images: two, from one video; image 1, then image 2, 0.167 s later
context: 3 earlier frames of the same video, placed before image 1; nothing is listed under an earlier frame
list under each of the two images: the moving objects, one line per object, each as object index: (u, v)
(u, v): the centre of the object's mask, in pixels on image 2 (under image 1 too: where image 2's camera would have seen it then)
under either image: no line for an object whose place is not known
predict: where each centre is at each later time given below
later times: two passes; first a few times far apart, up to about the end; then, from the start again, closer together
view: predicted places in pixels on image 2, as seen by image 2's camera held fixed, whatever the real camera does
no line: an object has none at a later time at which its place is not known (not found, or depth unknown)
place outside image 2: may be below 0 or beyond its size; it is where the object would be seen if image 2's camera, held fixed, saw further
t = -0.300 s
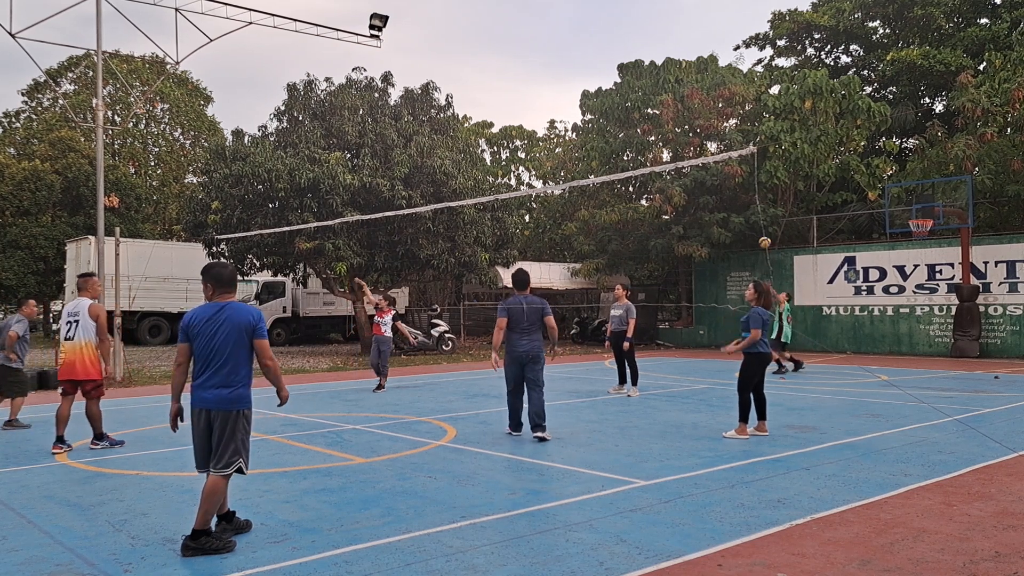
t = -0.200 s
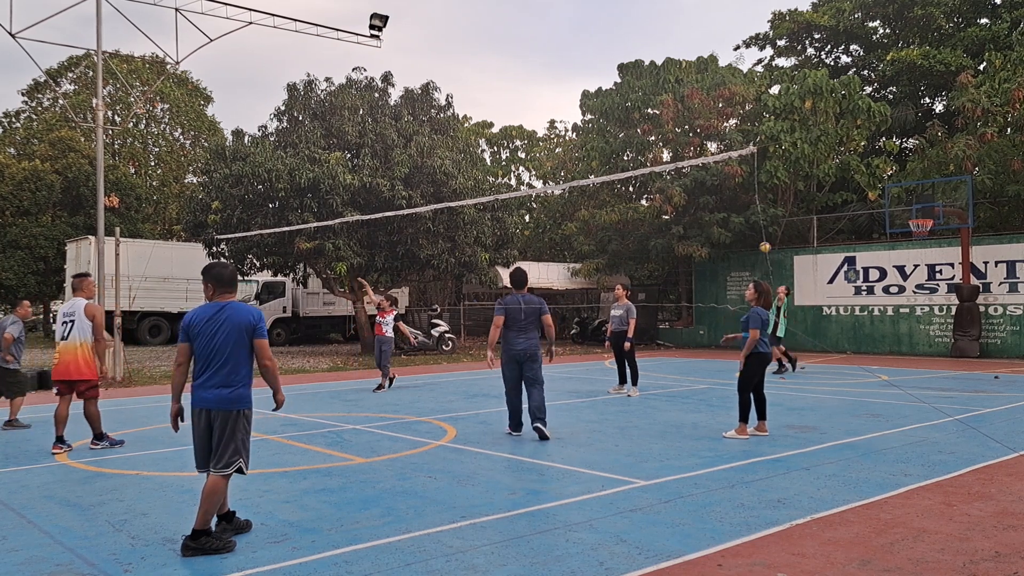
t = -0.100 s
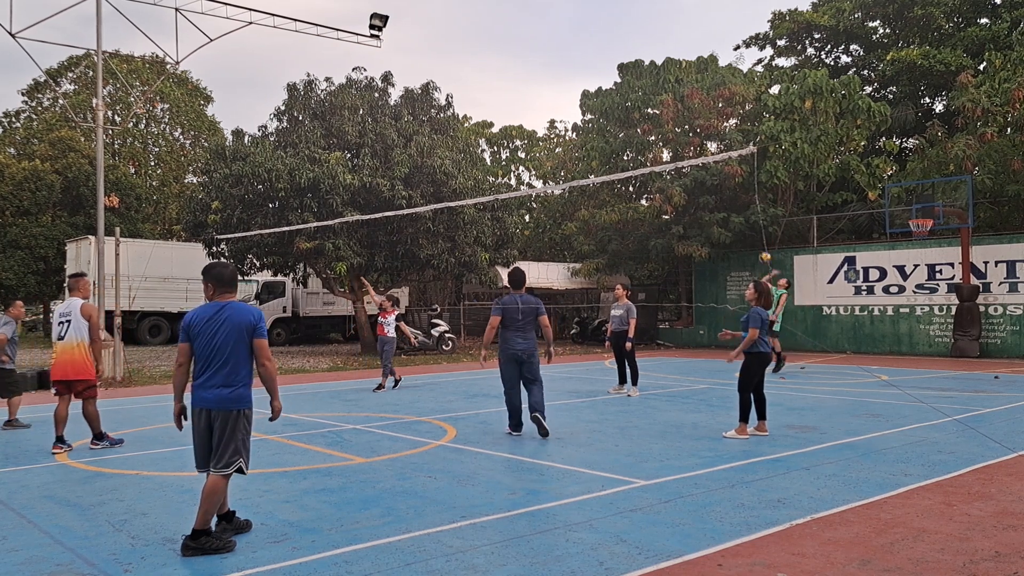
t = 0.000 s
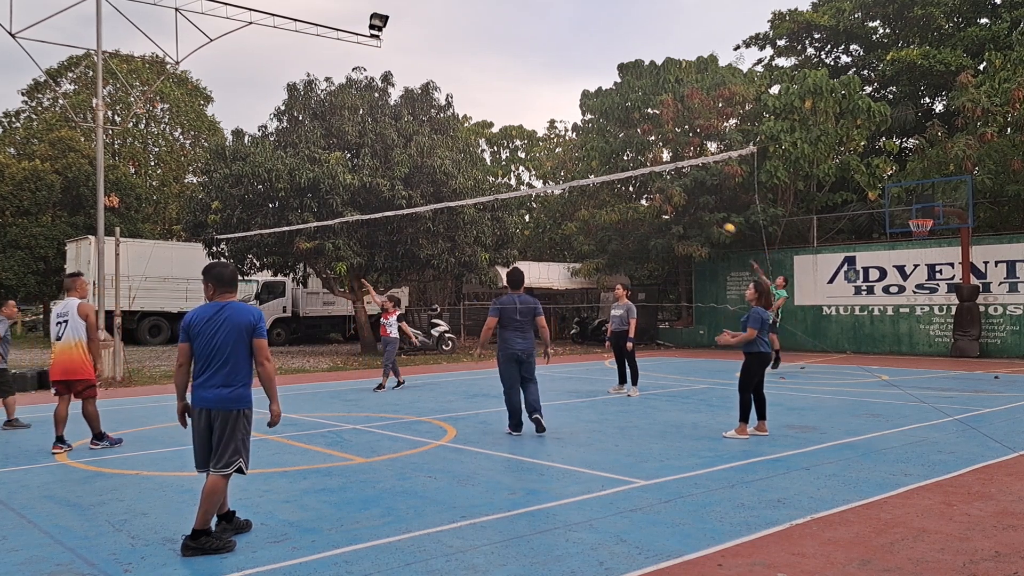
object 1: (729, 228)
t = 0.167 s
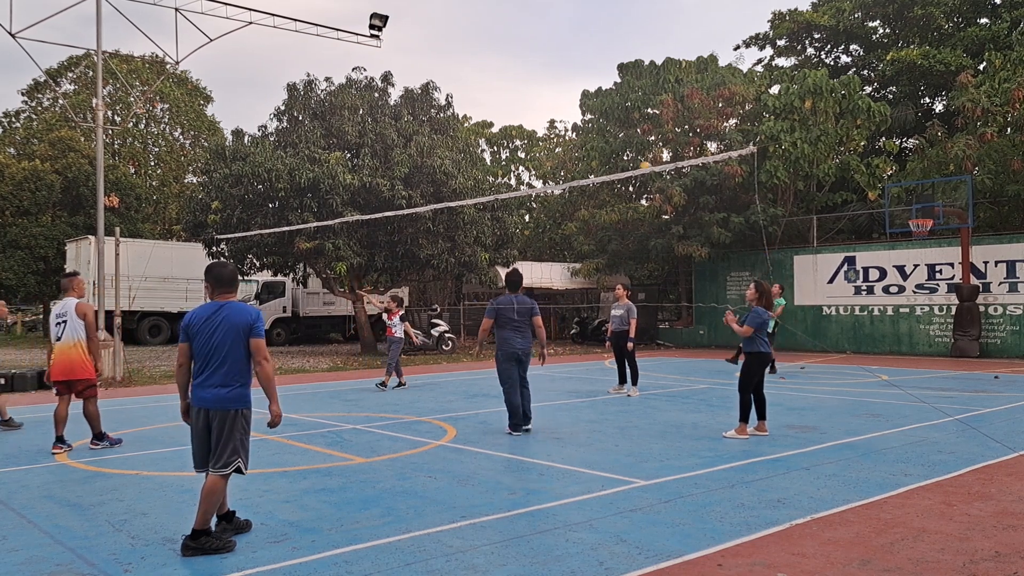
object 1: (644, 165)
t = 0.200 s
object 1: (630, 156)
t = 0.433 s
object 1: (507, 92)
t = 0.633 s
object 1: (392, 61)
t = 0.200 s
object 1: (630, 156)
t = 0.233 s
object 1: (612, 146)
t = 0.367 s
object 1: (542, 108)
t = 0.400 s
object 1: (525, 99)
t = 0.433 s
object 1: (507, 92)
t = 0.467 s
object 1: (488, 85)
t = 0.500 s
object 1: (469, 79)
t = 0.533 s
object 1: (450, 74)
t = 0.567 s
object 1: (431, 68)
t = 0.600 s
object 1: (412, 64)
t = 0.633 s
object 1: (392, 61)
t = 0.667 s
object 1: (371, 58)
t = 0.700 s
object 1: (351, 56)
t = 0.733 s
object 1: (330, 54)
